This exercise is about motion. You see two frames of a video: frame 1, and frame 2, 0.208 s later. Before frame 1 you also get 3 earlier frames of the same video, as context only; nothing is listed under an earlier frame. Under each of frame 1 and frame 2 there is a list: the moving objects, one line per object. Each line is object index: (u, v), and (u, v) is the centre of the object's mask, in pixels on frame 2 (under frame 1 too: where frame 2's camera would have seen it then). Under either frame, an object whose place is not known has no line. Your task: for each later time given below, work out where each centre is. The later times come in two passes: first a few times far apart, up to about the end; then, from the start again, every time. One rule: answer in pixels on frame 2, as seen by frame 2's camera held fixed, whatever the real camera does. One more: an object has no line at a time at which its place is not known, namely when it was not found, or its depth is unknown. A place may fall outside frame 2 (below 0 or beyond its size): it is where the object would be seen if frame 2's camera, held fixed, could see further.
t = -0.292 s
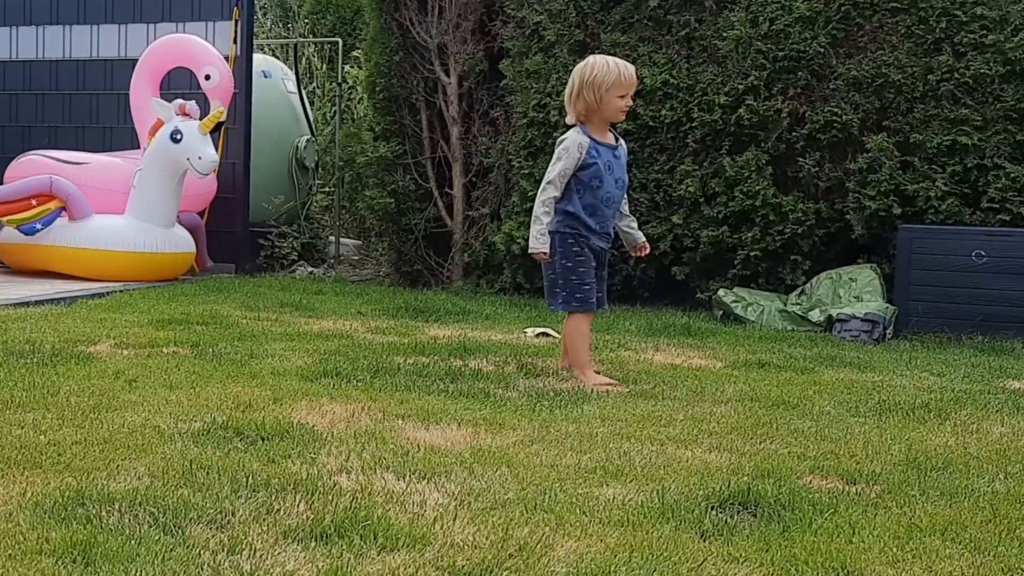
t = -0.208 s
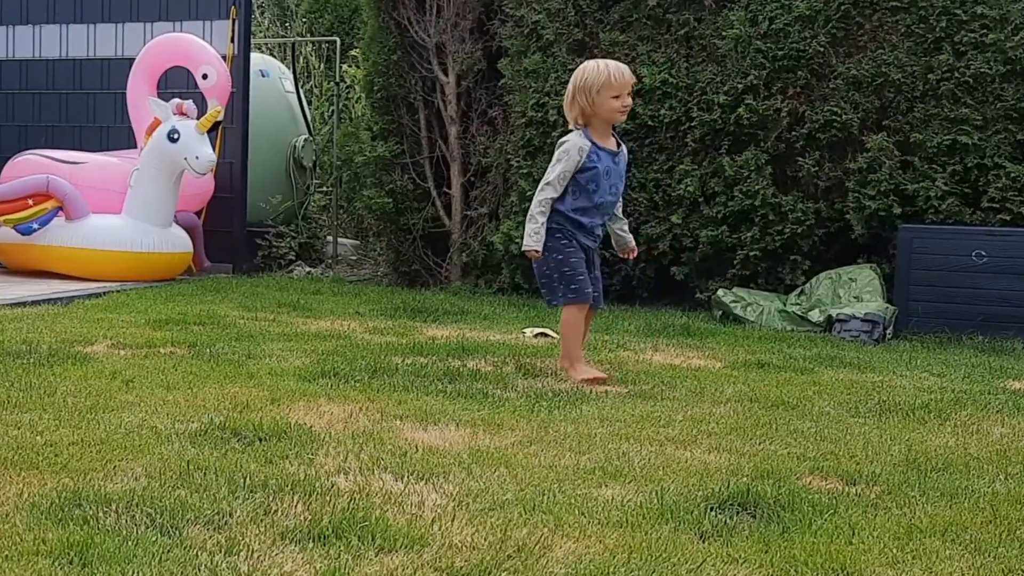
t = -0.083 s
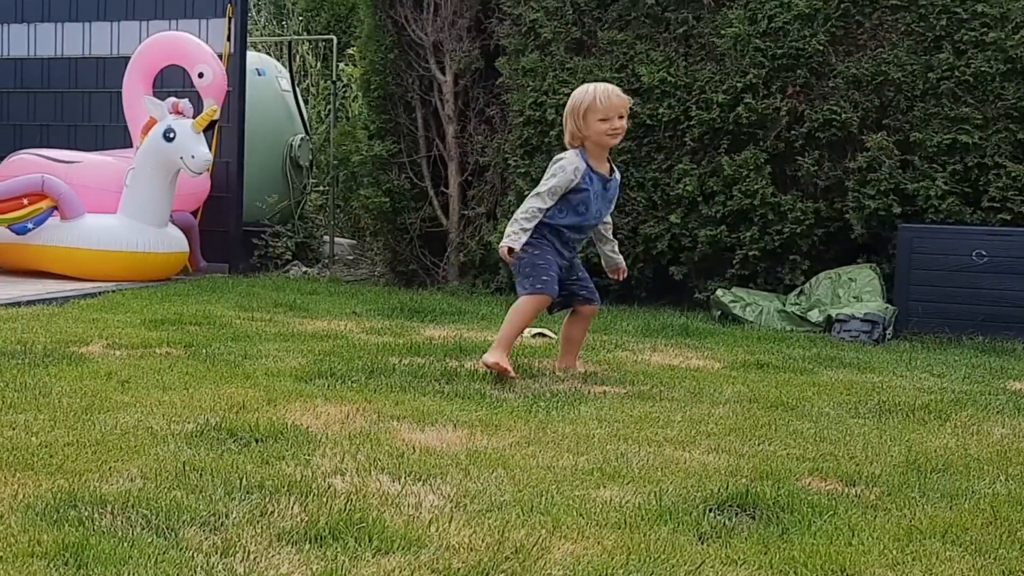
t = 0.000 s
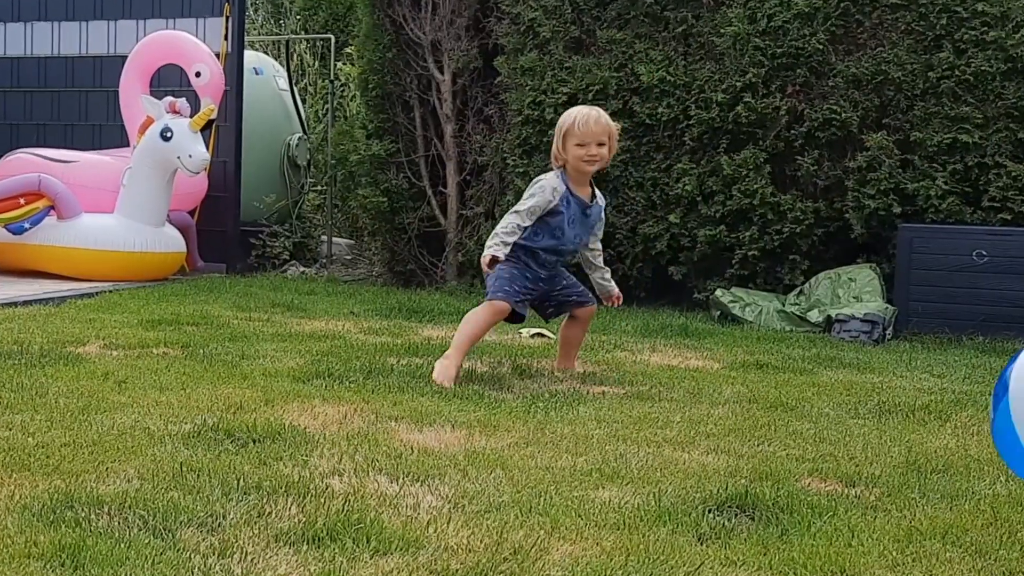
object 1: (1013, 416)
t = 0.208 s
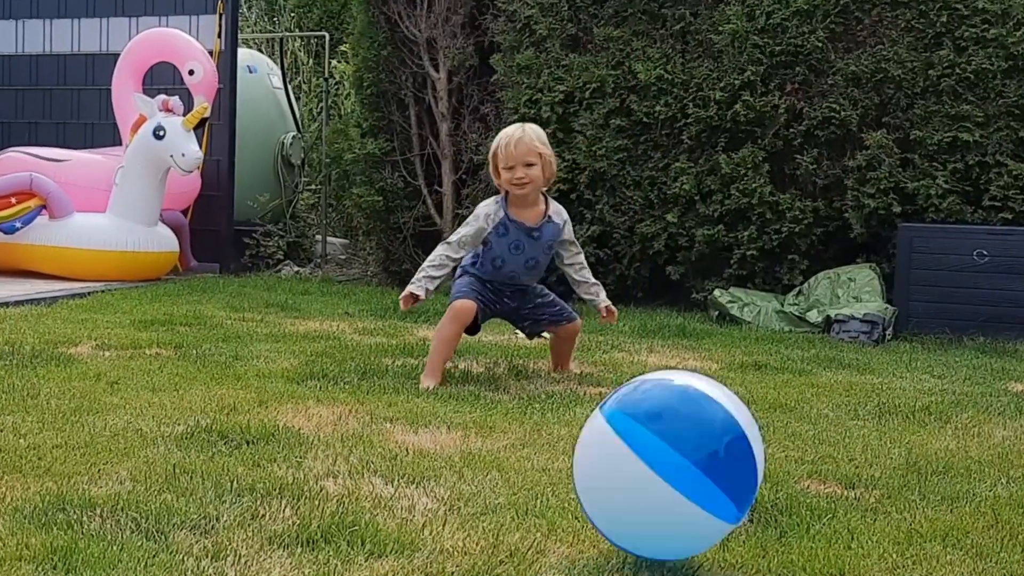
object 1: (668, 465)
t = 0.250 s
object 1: (590, 483)
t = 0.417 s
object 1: (248, 466)
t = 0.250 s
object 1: (590, 483)
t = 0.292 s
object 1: (475, 452)
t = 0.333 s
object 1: (397, 457)
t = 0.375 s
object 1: (319, 473)
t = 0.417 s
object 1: (248, 466)
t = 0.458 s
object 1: (179, 464)
